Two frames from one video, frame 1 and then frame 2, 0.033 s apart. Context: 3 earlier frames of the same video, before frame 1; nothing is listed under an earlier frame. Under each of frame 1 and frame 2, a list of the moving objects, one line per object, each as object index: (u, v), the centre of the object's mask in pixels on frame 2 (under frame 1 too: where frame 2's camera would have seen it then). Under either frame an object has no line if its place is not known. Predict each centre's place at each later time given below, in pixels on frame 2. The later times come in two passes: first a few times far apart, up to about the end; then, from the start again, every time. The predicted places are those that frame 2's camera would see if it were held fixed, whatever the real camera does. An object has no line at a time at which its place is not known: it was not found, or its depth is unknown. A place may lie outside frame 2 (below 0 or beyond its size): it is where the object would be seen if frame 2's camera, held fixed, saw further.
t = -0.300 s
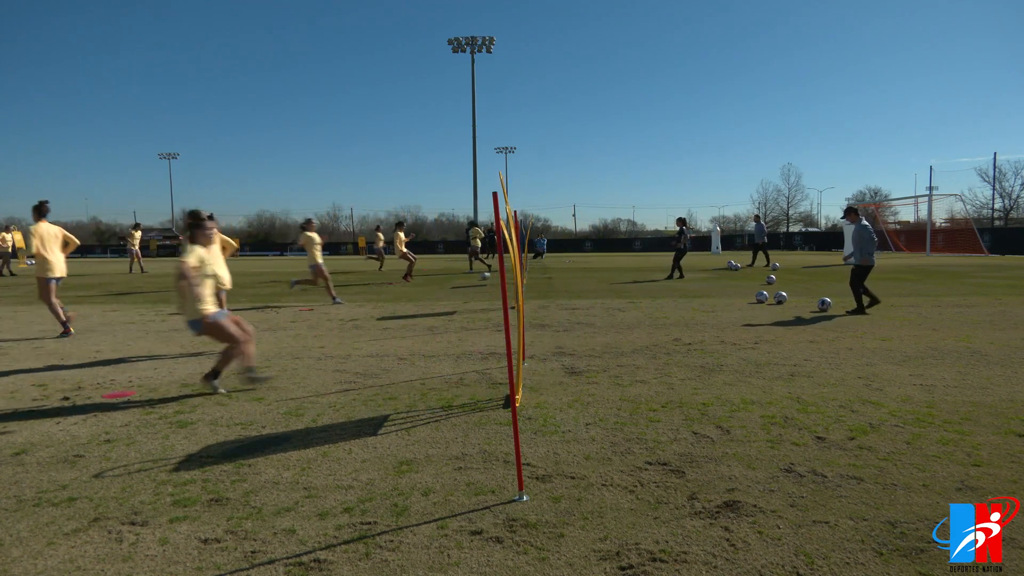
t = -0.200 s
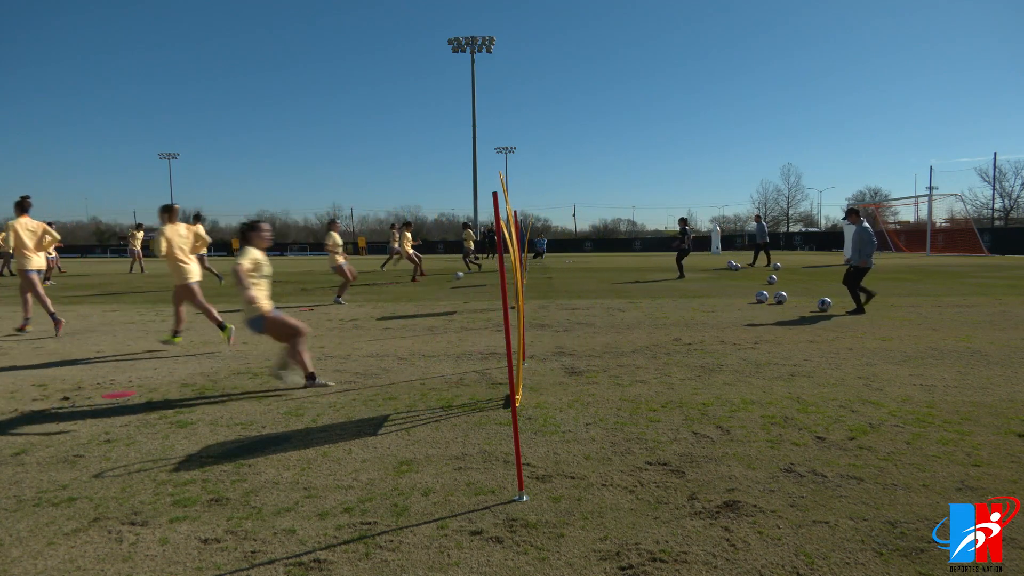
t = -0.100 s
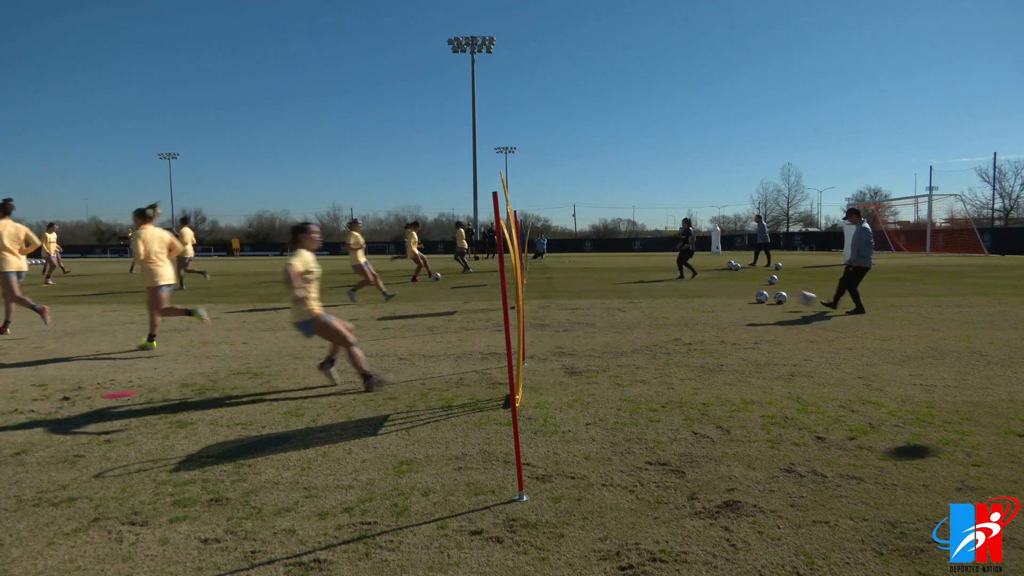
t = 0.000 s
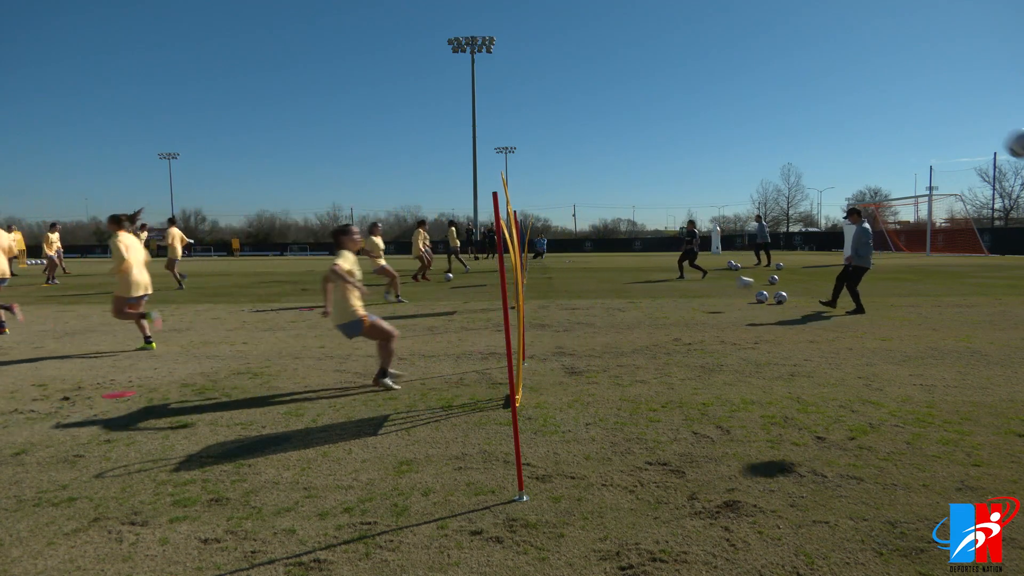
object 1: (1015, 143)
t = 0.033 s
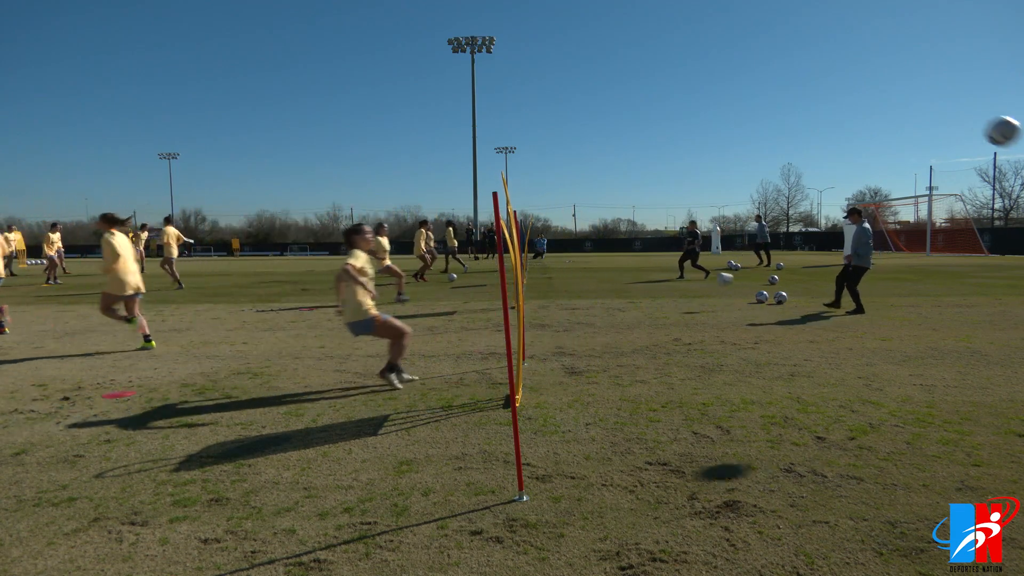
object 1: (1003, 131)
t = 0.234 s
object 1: (880, 86)
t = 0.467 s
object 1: (743, 98)
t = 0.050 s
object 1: (992, 125)
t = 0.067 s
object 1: (982, 120)
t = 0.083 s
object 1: (972, 115)
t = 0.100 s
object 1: (961, 111)
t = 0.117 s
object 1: (951, 106)
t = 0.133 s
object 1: (940, 102)
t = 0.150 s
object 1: (931, 99)
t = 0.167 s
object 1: (920, 96)
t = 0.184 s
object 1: (910, 93)
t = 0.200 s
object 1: (900, 90)
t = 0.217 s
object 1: (890, 88)
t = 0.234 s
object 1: (880, 86)
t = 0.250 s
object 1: (870, 85)
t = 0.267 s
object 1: (860, 84)
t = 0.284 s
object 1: (850, 83)
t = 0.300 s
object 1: (840, 83)
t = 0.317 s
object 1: (830, 83)
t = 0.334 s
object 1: (820, 83)
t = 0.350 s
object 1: (810, 84)
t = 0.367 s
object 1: (800, 85)
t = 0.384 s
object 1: (791, 86)
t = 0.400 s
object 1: (781, 88)
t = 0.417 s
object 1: (772, 90)
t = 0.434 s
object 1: (762, 92)
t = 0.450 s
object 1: (753, 95)
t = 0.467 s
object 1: (743, 98)
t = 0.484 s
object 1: (733, 101)
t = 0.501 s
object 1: (724, 105)
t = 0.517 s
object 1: (715, 109)
